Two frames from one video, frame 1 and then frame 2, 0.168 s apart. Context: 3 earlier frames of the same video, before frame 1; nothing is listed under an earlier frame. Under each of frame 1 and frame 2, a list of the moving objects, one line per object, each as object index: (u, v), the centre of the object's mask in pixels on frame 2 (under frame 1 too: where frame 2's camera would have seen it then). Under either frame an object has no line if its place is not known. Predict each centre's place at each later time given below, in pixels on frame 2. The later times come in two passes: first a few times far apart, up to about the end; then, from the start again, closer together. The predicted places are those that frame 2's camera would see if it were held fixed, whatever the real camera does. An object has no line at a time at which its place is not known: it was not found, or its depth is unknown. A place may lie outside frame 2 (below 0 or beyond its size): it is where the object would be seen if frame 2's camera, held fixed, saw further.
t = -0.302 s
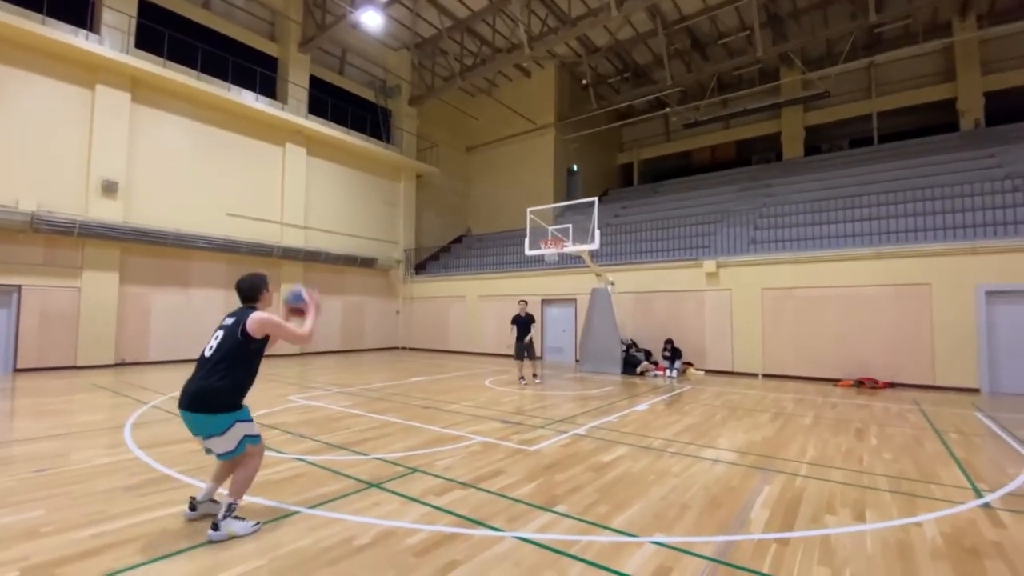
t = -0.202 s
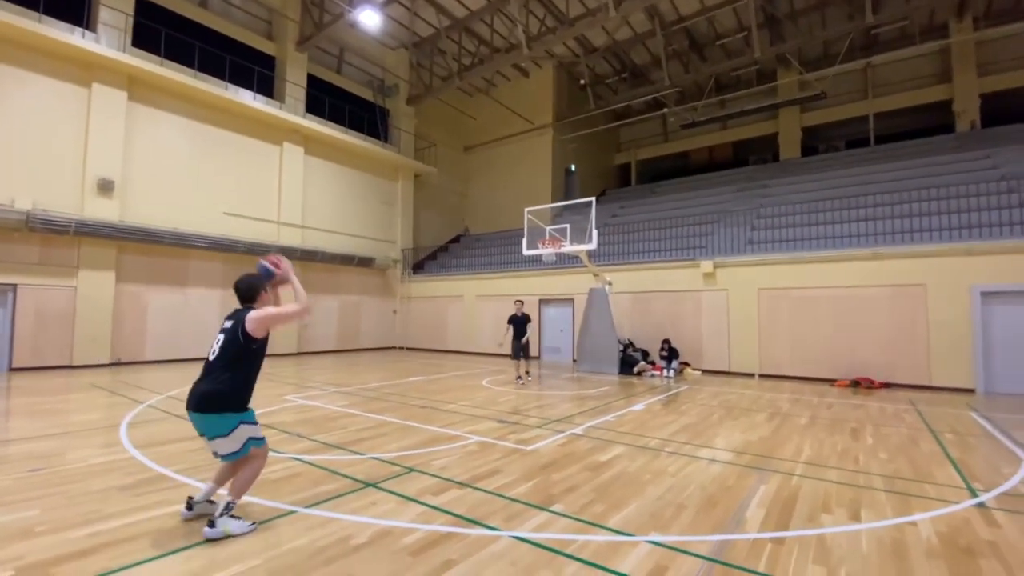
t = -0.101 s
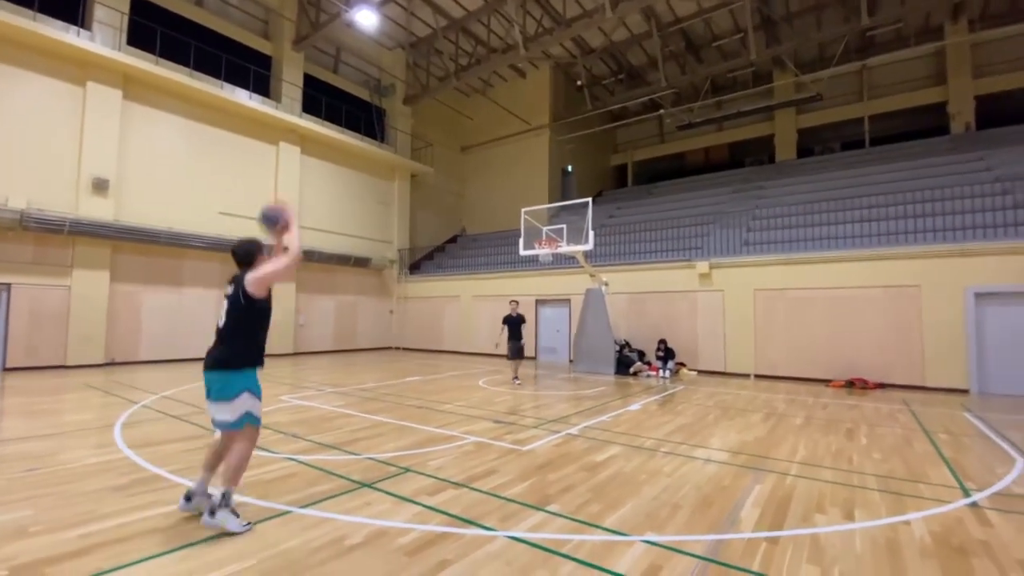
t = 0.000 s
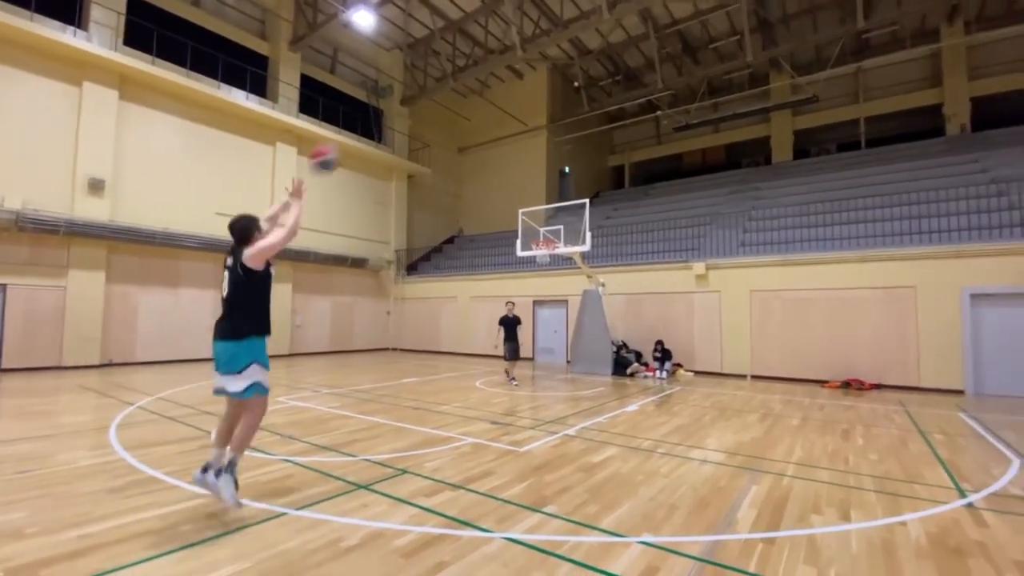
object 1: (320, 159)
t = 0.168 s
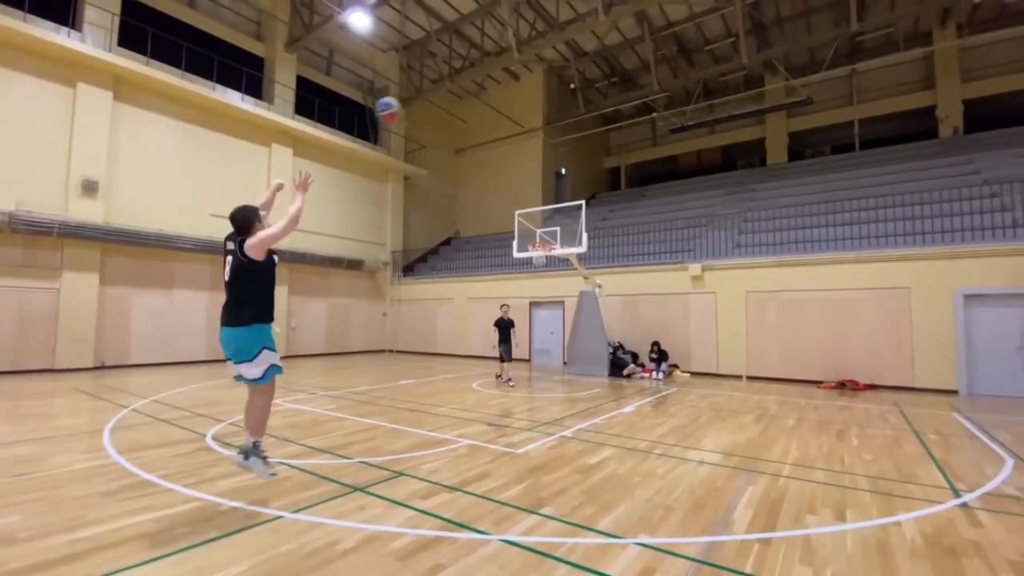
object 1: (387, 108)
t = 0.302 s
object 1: (425, 94)
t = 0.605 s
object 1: (481, 113)
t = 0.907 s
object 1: (516, 169)
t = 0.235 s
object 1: (408, 100)
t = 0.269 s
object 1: (417, 97)
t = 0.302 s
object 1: (425, 94)
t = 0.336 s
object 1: (434, 94)
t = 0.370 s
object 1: (441, 95)
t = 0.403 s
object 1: (448, 96)
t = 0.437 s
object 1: (455, 97)
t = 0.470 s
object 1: (460, 98)
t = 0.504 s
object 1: (466, 102)
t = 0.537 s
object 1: (472, 106)
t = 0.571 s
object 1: (476, 108)
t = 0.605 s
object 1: (481, 113)
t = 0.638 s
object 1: (486, 118)
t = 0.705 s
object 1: (494, 129)
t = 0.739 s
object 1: (498, 135)
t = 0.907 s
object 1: (516, 169)
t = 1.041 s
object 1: (527, 203)
